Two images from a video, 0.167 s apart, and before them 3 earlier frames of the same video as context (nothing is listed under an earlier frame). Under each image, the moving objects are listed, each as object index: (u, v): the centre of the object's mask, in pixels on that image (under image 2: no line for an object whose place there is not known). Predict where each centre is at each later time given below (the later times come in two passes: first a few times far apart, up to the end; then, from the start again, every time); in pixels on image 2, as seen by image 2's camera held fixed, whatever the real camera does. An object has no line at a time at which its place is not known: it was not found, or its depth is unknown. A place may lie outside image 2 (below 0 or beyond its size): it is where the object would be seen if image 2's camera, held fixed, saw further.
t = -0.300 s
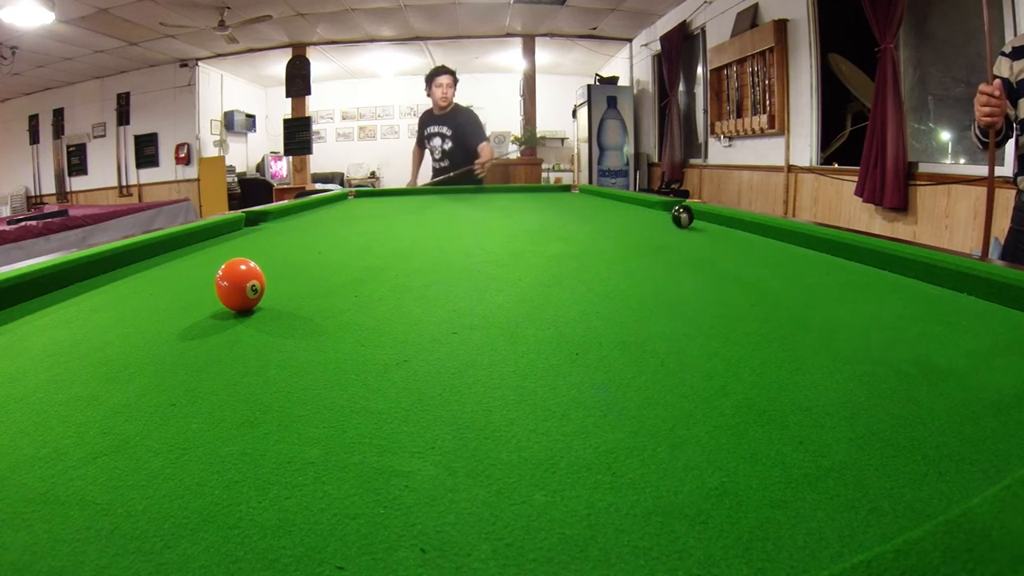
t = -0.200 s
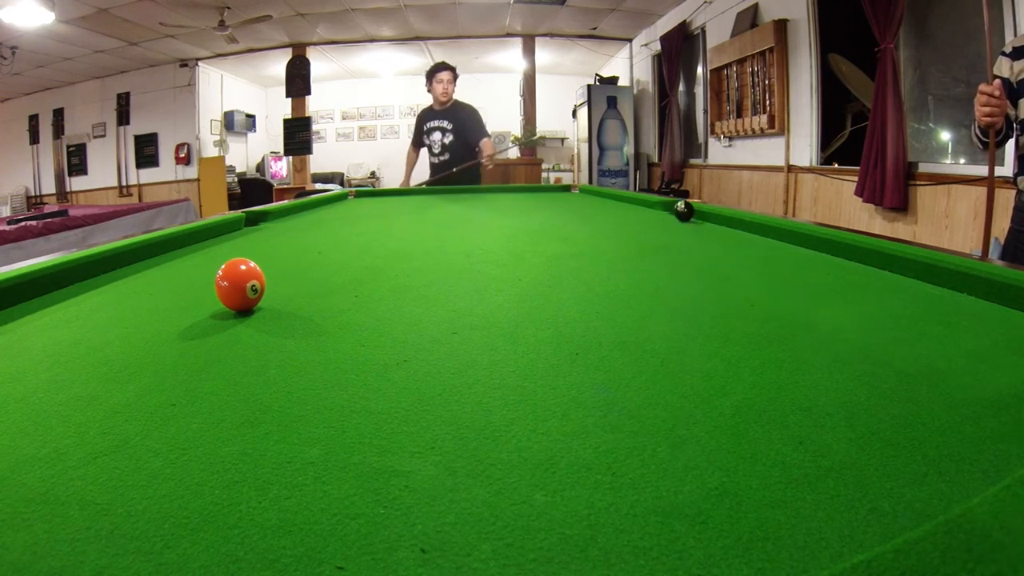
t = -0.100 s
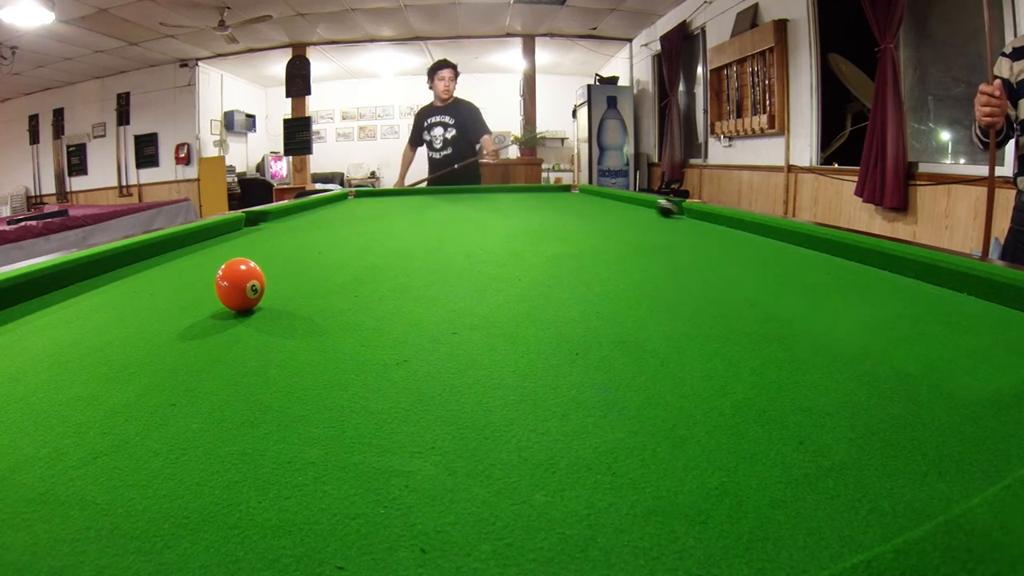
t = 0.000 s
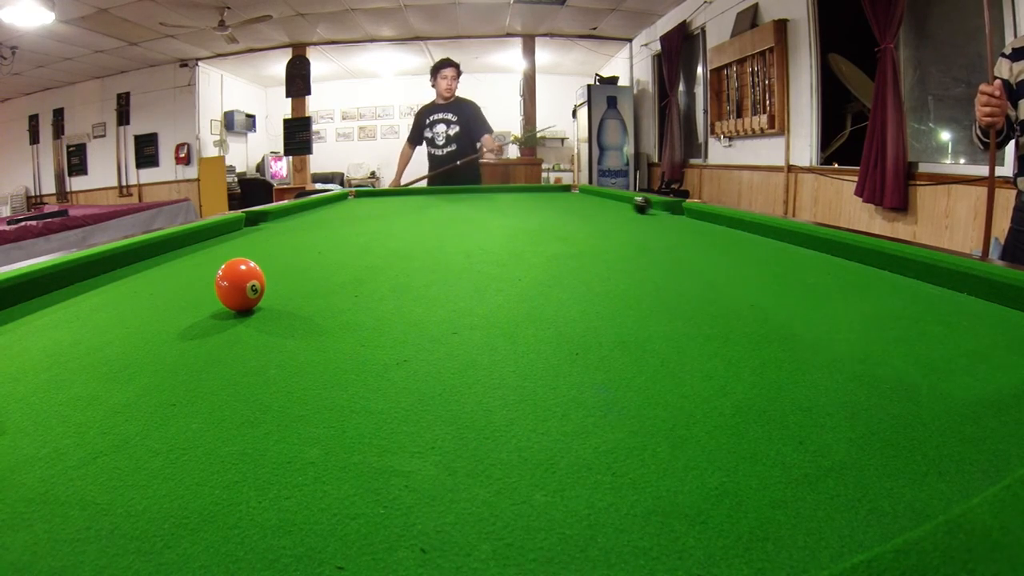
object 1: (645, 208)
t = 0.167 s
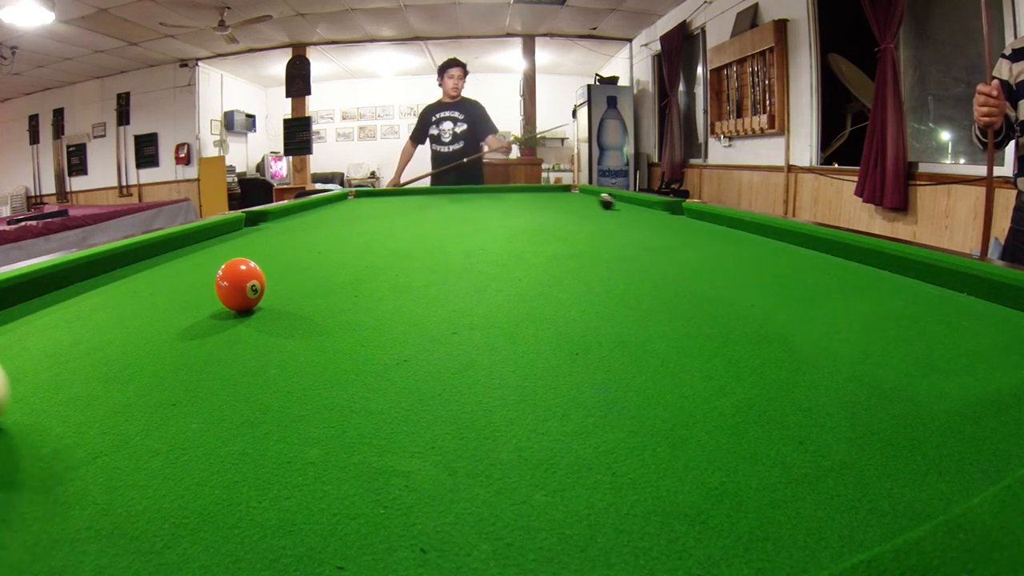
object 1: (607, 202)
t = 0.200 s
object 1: (601, 200)
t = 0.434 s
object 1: (562, 197)
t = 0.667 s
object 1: (532, 194)
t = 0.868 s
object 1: (511, 192)
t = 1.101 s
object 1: (491, 190)
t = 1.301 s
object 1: (477, 189)
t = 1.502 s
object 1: (464, 189)
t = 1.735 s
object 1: (449, 191)
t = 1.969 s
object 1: (433, 192)
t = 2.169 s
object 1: (418, 195)
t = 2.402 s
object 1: (400, 197)
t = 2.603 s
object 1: (382, 199)
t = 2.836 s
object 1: (361, 202)
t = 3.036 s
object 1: (342, 204)
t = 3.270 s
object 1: (319, 207)
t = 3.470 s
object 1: (297, 210)
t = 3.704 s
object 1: (272, 213)
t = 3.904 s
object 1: (251, 221)
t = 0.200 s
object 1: (601, 200)
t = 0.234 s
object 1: (594, 200)
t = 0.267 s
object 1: (589, 199)
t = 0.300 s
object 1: (582, 199)
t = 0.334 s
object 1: (577, 197)
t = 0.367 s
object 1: (572, 197)
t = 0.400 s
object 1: (567, 196)
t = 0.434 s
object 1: (562, 197)
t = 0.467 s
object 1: (558, 196)
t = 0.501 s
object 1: (553, 196)
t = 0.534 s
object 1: (549, 195)
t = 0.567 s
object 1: (544, 195)
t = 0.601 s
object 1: (540, 194)
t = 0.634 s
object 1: (536, 194)
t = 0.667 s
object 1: (532, 194)
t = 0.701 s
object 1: (529, 193)
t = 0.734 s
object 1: (525, 194)
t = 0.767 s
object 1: (521, 192)
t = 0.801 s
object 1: (518, 193)
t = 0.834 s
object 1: (514, 192)
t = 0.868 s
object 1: (511, 192)
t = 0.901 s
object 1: (508, 192)
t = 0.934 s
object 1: (505, 191)
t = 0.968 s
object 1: (502, 192)
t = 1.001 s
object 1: (499, 191)
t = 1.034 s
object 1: (496, 191)
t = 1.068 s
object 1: (493, 190)
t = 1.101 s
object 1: (491, 190)
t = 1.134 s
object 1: (489, 190)
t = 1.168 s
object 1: (486, 189)
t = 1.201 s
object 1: (483, 189)
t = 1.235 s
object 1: (482, 189)
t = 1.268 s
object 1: (479, 189)
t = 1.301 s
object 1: (477, 189)
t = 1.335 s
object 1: (474, 188)
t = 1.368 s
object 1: (473, 188)
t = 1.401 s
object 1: (471, 188)
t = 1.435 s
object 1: (469, 189)
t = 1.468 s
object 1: (466, 189)
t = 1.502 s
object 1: (464, 189)
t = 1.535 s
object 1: (462, 190)
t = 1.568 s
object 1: (460, 190)
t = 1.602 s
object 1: (458, 190)
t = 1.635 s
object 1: (456, 190)
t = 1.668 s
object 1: (454, 190)
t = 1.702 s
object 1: (452, 190)
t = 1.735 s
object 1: (449, 191)
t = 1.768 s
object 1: (447, 191)
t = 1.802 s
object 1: (445, 191)
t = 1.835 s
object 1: (443, 191)
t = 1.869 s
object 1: (441, 191)
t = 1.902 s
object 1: (437, 192)
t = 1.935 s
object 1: (435, 192)
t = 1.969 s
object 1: (433, 192)
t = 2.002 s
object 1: (431, 193)
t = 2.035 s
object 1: (428, 193)
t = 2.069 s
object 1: (426, 193)
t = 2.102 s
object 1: (424, 193)
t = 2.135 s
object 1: (421, 194)
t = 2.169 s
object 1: (418, 195)
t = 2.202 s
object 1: (416, 195)
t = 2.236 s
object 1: (413, 195)
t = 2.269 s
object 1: (411, 195)
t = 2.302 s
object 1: (408, 196)
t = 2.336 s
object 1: (405, 196)
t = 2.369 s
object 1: (403, 196)
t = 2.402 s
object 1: (400, 197)
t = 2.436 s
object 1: (397, 197)
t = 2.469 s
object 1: (394, 197)
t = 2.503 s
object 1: (391, 197)
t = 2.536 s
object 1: (388, 198)
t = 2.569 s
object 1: (385, 198)
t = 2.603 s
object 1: (382, 199)
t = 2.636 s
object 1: (380, 199)
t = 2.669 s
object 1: (377, 199)
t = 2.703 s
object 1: (373, 200)
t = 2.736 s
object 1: (370, 201)
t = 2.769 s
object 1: (367, 201)
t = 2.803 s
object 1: (364, 201)
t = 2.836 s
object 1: (361, 202)
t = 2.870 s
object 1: (358, 202)
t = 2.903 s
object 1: (355, 202)
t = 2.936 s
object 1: (351, 203)
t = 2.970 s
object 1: (349, 203)
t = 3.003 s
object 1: (346, 203)
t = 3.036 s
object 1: (342, 204)
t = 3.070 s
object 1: (338, 204)
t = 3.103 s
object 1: (335, 205)
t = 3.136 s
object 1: (332, 205)
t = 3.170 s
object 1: (328, 206)
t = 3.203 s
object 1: (325, 206)
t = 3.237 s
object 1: (321, 207)
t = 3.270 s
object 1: (319, 207)
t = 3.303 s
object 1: (315, 207)
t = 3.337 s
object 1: (311, 208)
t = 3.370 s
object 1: (308, 208)
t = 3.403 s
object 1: (304, 209)
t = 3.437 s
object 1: (301, 209)
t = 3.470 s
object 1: (297, 210)
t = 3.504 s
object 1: (294, 210)
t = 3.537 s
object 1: (290, 211)
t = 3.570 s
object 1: (286, 211)
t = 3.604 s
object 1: (283, 212)
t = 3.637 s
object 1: (279, 212)
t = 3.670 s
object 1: (277, 212)
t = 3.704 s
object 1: (272, 213)
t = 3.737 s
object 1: (269, 214)
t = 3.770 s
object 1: (265, 214)
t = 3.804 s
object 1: (260, 215)
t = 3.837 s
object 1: (256, 216)
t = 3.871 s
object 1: (253, 218)
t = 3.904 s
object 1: (251, 221)
